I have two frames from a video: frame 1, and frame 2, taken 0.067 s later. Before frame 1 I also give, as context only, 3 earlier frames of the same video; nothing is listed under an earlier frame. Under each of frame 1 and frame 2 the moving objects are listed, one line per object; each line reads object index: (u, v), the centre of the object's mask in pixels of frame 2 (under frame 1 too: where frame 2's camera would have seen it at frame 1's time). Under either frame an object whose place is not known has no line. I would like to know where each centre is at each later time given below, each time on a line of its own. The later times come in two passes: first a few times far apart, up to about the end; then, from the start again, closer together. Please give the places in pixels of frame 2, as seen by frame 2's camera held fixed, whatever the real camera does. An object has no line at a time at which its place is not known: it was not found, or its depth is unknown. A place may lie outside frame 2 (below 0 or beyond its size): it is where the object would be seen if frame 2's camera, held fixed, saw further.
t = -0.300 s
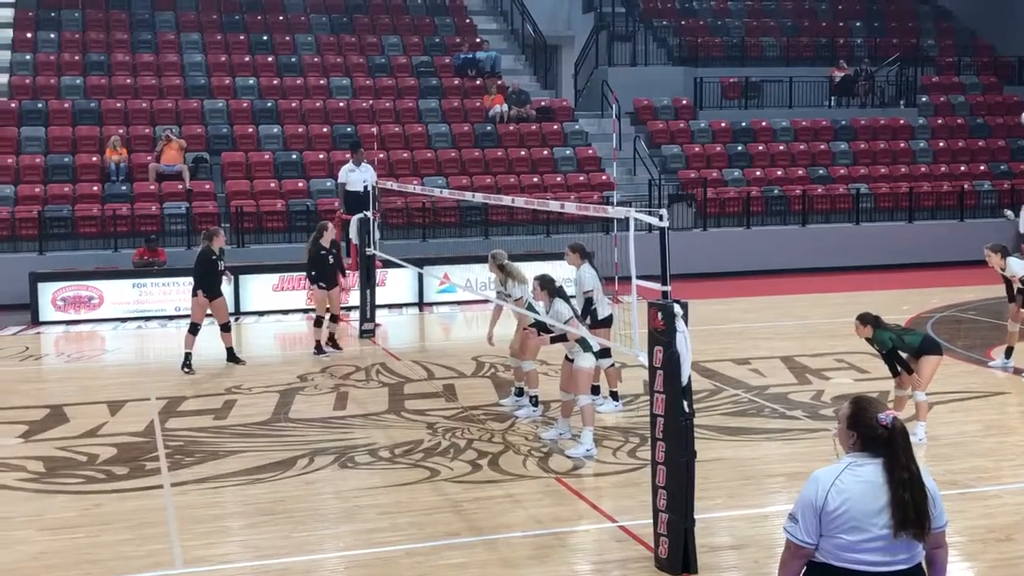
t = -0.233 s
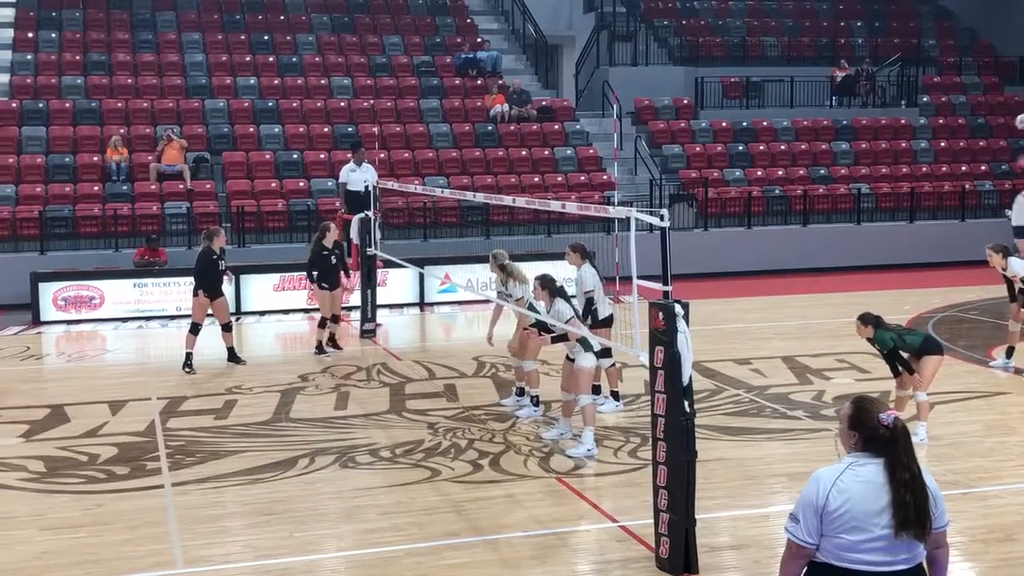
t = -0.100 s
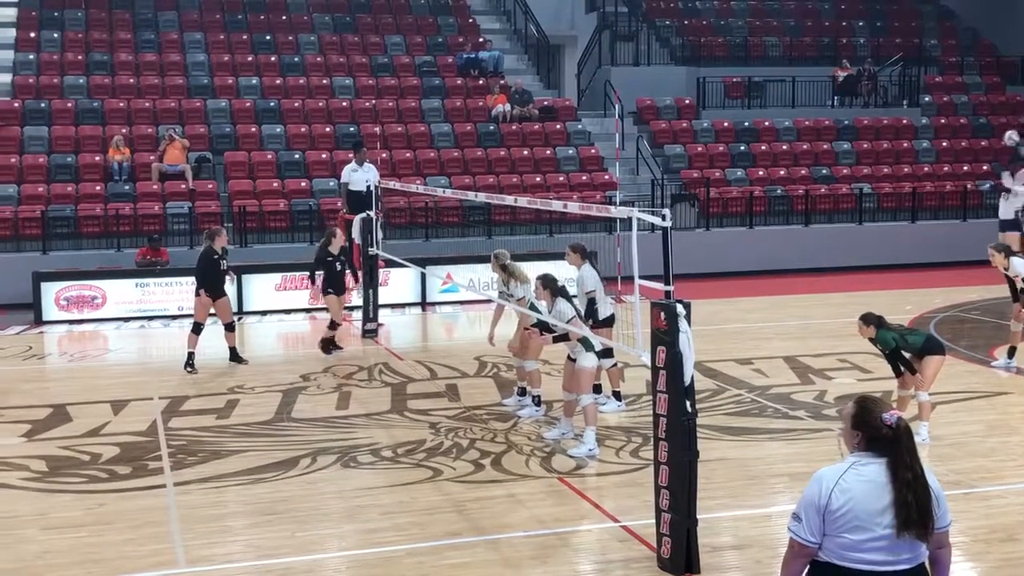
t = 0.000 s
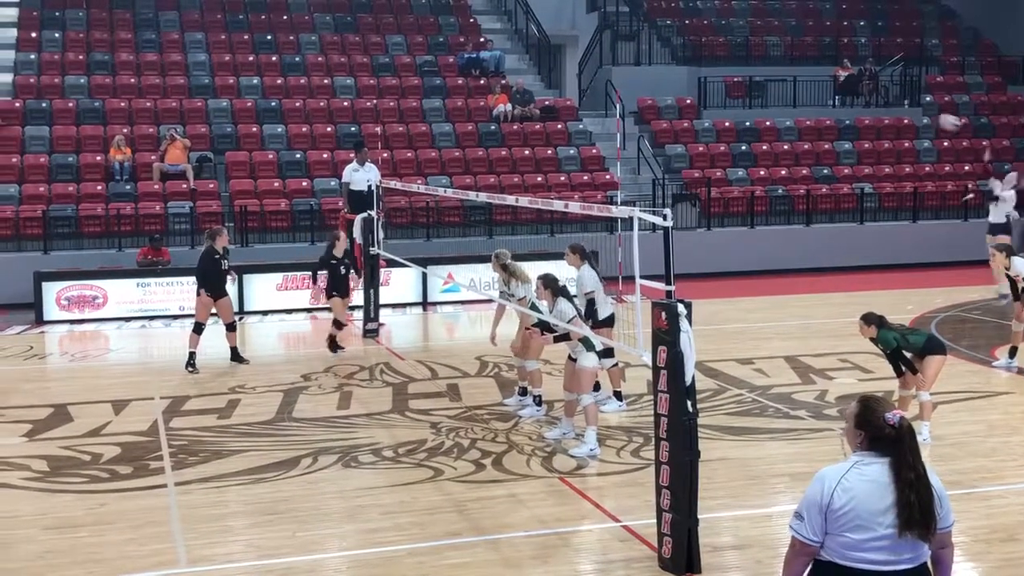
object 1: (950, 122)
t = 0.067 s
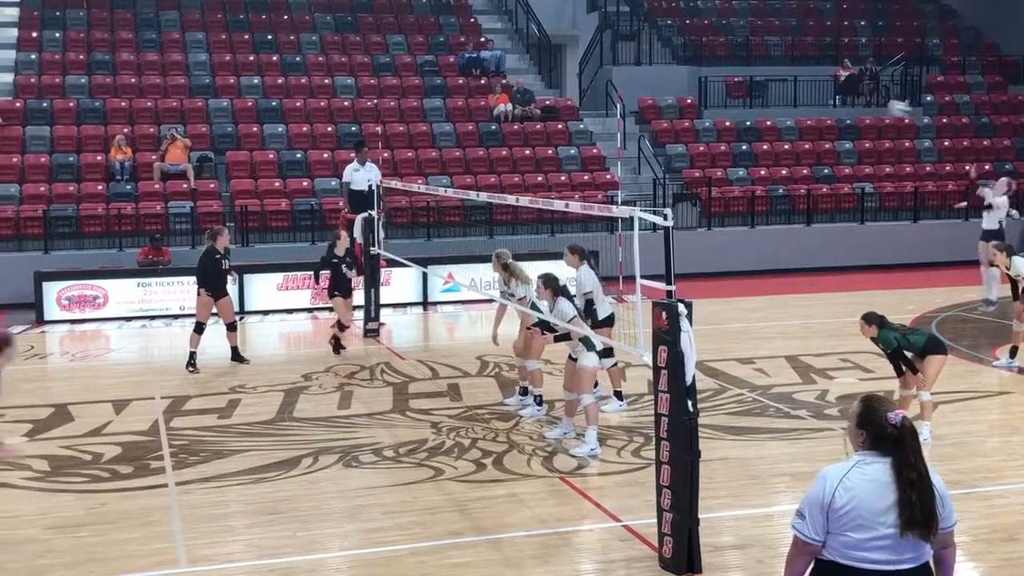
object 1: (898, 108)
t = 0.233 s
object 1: (766, 84)
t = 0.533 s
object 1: (531, 84)
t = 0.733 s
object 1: (371, 115)
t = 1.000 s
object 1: (152, 203)
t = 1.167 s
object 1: (25, 283)
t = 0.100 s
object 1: (873, 100)
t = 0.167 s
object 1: (819, 91)
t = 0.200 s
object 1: (795, 83)
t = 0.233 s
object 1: (766, 84)
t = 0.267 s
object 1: (741, 82)
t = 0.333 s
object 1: (688, 78)
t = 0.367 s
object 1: (662, 78)
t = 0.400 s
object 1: (636, 78)
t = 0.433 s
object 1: (609, 79)
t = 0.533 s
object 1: (531, 84)
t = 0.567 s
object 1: (503, 87)
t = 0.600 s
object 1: (477, 91)
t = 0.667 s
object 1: (426, 102)
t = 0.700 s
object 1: (396, 108)
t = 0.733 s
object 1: (371, 115)
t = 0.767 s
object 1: (345, 122)
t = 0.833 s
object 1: (290, 141)
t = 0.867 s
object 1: (263, 151)
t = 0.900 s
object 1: (237, 163)
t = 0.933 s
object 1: (209, 173)
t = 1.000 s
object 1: (152, 203)
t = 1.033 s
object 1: (125, 219)
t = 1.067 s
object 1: (98, 235)
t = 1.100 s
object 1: (72, 252)
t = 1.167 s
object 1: (25, 283)
